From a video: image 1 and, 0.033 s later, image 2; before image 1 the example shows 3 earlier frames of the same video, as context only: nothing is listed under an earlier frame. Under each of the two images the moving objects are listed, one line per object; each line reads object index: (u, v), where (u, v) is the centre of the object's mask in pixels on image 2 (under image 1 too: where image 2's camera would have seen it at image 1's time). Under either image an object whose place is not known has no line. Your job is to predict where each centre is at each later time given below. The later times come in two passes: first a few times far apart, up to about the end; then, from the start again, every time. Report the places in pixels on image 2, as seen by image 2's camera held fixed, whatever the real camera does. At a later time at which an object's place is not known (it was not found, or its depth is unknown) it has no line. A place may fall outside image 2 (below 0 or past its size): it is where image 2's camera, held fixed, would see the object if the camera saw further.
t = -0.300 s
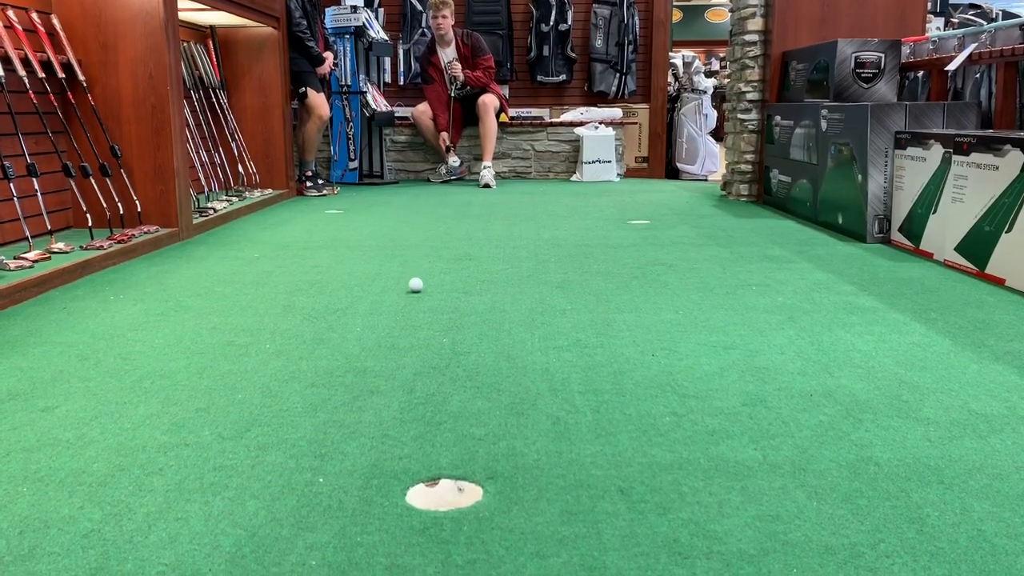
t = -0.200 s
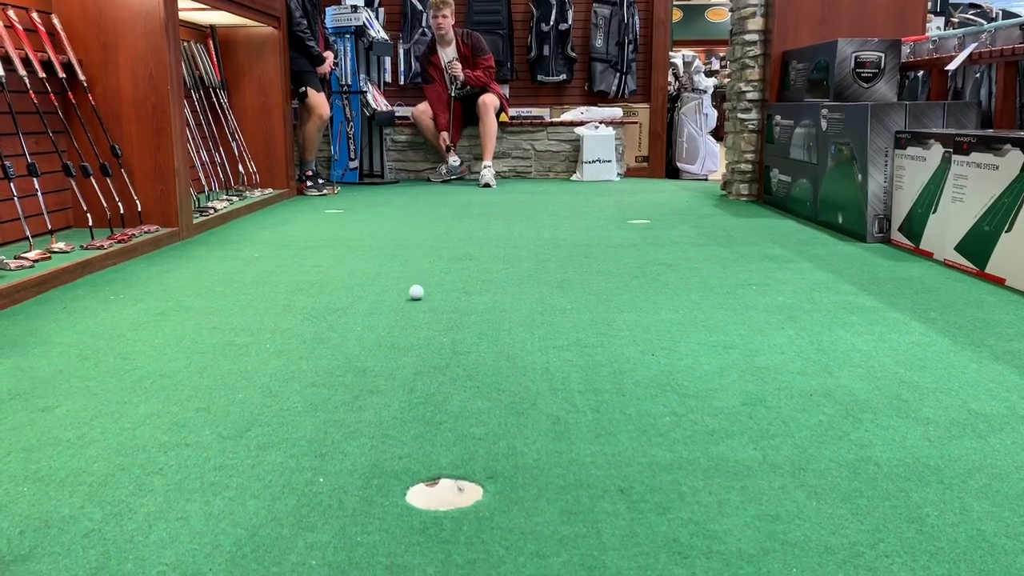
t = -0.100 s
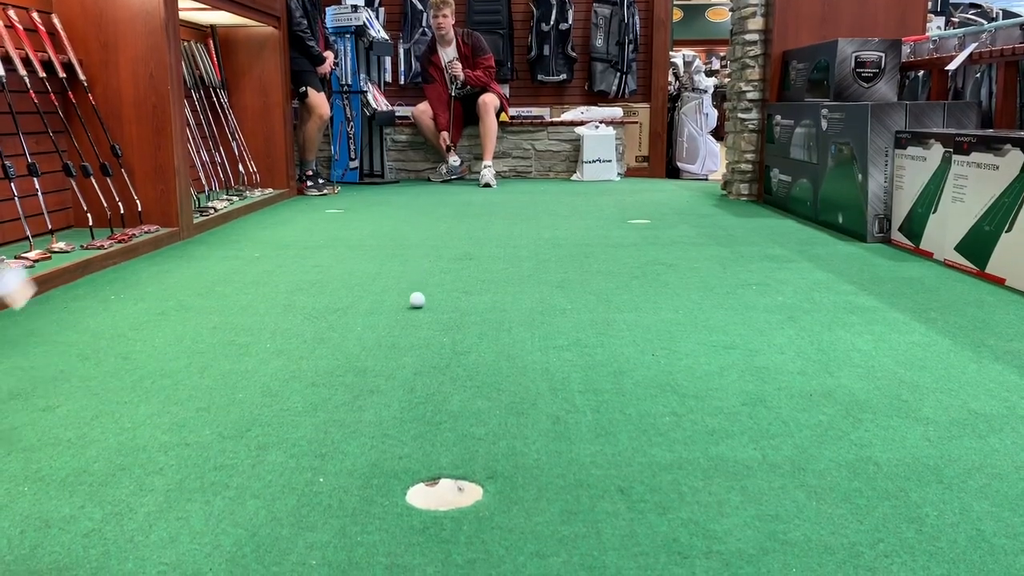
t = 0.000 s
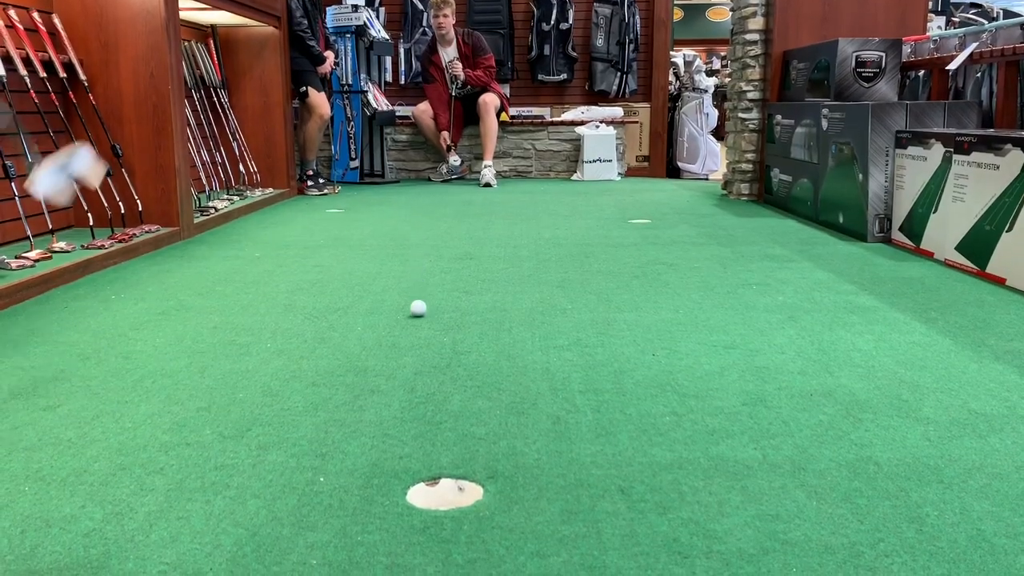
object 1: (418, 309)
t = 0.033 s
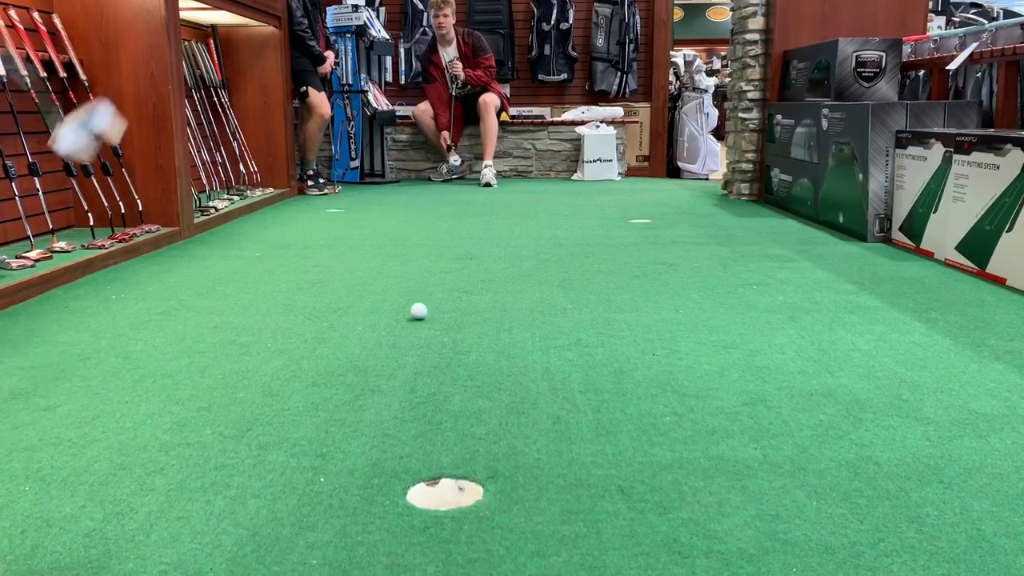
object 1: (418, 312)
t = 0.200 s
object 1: (419, 327)
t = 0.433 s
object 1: (421, 352)
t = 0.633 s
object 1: (424, 375)
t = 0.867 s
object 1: (428, 406)
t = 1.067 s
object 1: (432, 435)
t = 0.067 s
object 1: (418, 315)
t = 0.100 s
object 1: (419, 318)
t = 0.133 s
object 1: (419, 321)
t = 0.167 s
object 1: (419, 324)
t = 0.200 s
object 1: (419, 327)
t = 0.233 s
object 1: (419, 330)
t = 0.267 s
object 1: (420, 334)
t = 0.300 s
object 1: (420, 338)
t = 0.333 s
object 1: (420, 341)
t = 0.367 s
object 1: (420, 344)
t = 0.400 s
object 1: (421, 348)
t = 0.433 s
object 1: (421, 352)
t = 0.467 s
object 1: (422, 355)
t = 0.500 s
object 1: (422, 359)
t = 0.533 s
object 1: (422, 363)
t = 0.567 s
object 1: (423, 367)
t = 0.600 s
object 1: (424, 371)
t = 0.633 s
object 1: (424, 375)
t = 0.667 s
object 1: (425, 379)
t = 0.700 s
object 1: (426, 384)
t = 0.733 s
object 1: (426, 388)
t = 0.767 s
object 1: (426, 392)
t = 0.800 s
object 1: (427, 397)
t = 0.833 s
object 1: (428, 401)
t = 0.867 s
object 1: (428, 406)
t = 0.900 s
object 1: (429, 411)
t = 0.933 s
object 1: (430, 415)
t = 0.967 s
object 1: (430, 420)
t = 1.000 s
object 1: (431, 425)
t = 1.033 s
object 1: (431, 430)
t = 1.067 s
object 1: (432, 435)
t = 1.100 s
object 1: (433, 441)
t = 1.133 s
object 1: (433, 446)
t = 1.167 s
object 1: (434, 452)
